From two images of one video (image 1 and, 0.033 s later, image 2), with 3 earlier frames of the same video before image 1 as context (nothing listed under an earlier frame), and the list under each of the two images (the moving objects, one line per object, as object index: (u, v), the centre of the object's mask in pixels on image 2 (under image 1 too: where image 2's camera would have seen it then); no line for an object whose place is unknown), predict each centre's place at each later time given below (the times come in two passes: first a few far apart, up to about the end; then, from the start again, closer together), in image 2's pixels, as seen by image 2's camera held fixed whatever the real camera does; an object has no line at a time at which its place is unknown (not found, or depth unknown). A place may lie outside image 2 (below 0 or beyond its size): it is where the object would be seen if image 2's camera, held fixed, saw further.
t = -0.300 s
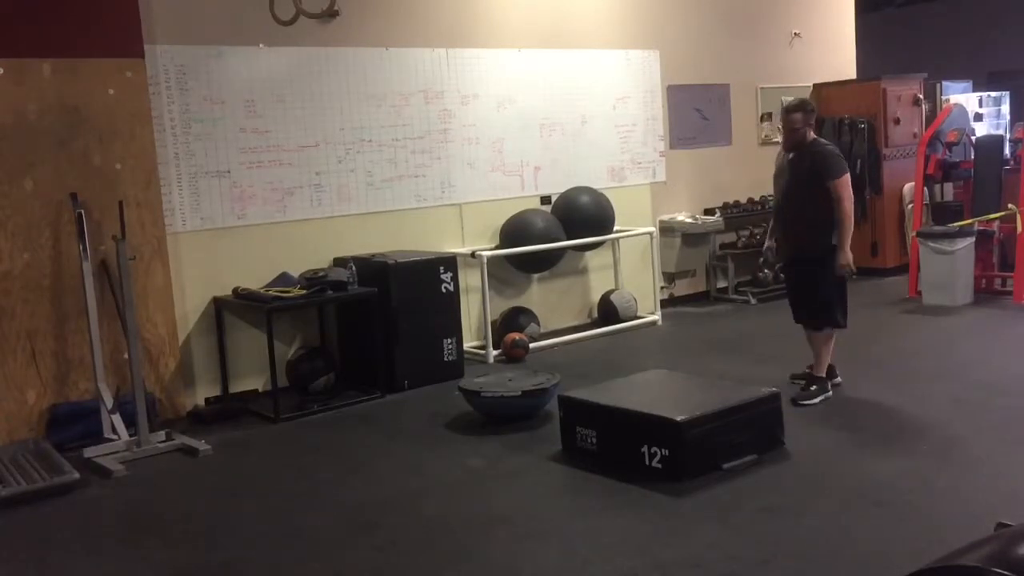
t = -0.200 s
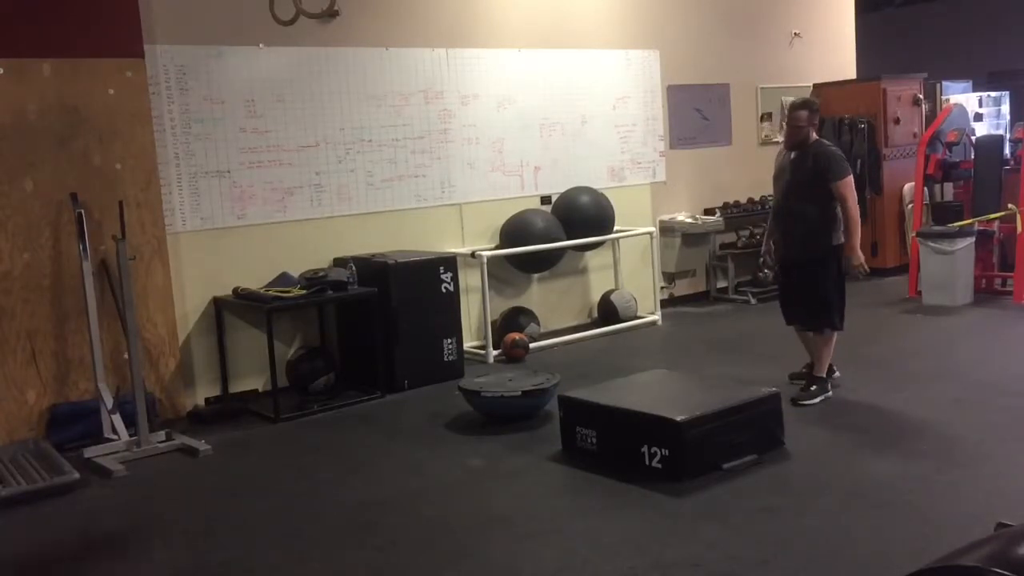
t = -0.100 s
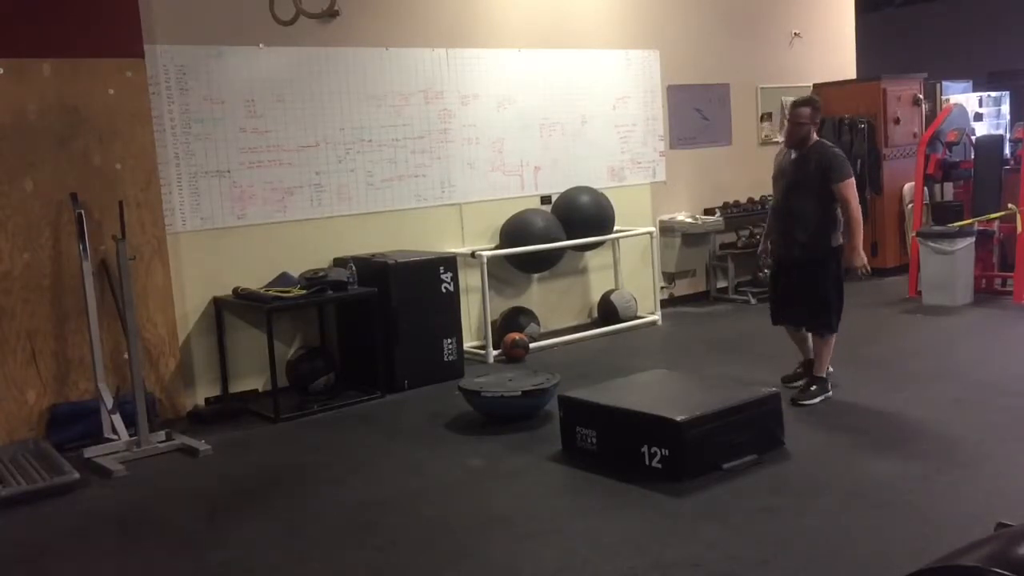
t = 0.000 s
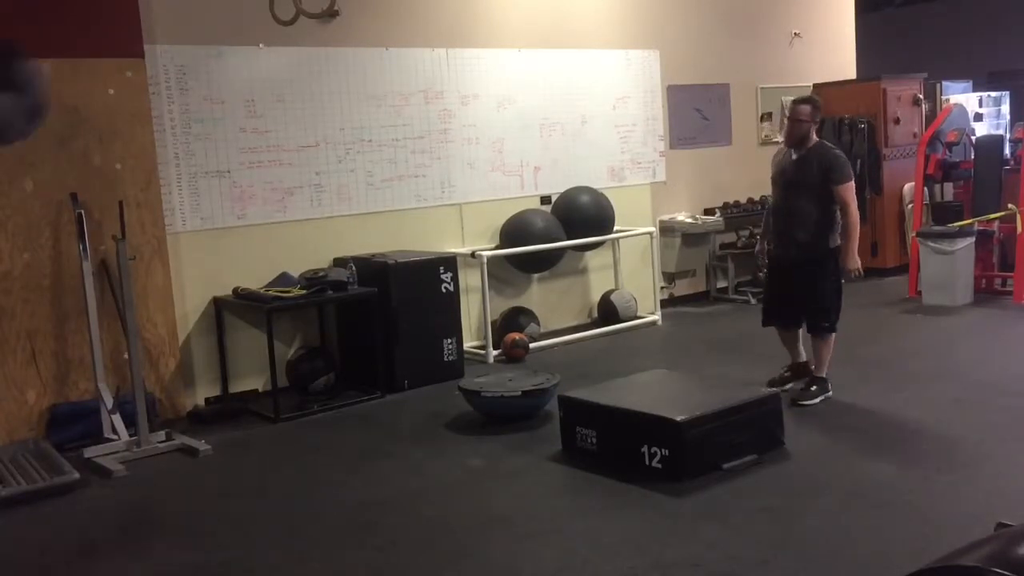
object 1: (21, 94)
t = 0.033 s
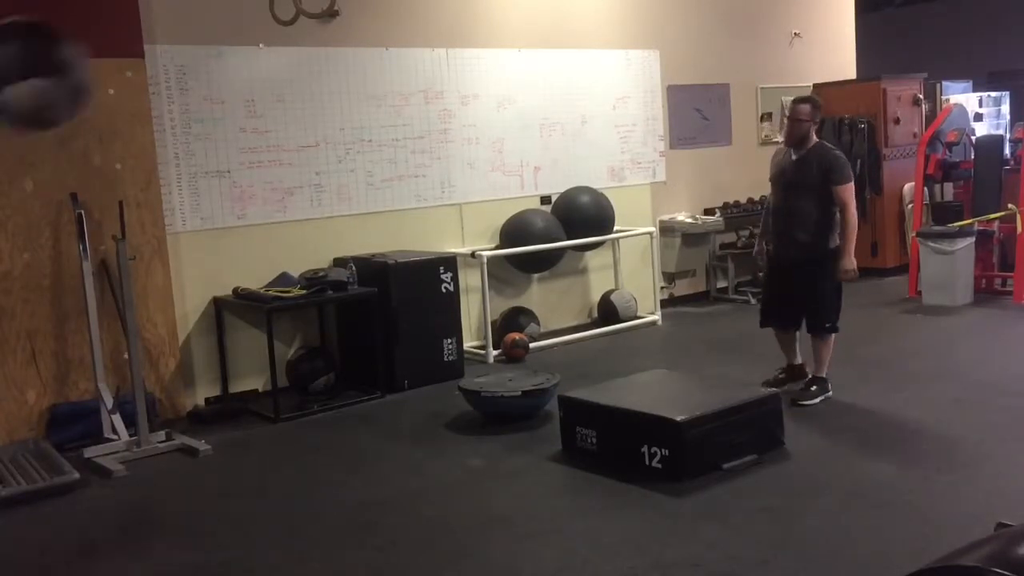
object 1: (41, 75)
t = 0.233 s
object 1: (267, 52)
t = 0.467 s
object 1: (488, 149)
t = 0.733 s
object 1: (686, 368)
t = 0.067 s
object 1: (72, 61)
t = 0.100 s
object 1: (112, 53)
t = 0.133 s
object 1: (154, 49)
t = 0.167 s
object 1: (194, 47)
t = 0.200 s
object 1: (230, 48)
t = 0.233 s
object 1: (267, 52)
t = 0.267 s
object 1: (303, 59)
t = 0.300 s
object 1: (336, 68)
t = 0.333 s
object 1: (368, 80)
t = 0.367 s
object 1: (400, 94)
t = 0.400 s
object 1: (430, 111)
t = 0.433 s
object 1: (459, 129)
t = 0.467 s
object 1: (488, 149)
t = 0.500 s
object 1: (515, 171)
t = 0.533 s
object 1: (540, 193)
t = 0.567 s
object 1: (567, 219)
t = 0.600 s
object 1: (593, 245)
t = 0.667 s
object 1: (642, 303)
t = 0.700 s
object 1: (665, 334)
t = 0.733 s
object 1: (686, 368)
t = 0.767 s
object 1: (697, 366)
